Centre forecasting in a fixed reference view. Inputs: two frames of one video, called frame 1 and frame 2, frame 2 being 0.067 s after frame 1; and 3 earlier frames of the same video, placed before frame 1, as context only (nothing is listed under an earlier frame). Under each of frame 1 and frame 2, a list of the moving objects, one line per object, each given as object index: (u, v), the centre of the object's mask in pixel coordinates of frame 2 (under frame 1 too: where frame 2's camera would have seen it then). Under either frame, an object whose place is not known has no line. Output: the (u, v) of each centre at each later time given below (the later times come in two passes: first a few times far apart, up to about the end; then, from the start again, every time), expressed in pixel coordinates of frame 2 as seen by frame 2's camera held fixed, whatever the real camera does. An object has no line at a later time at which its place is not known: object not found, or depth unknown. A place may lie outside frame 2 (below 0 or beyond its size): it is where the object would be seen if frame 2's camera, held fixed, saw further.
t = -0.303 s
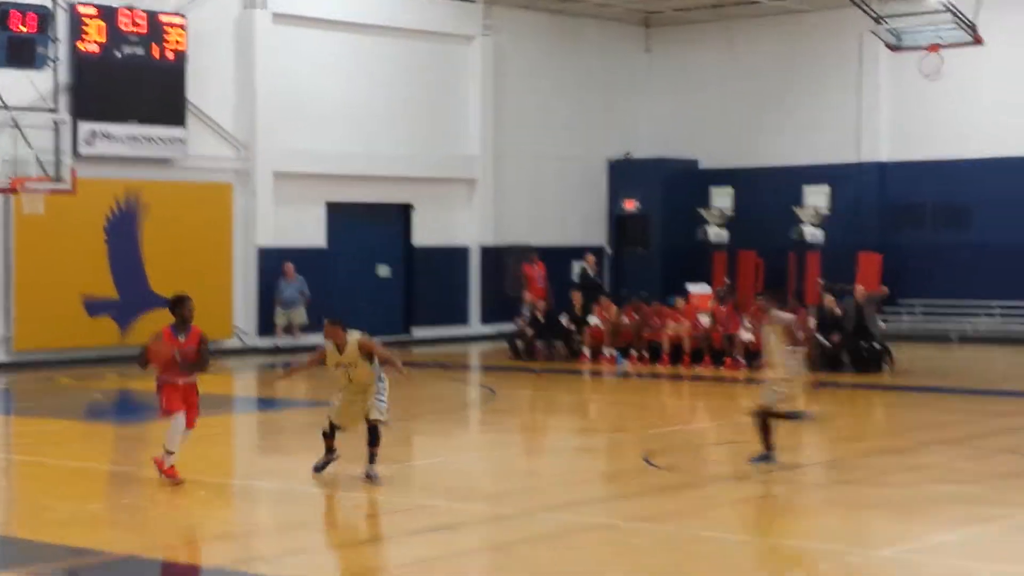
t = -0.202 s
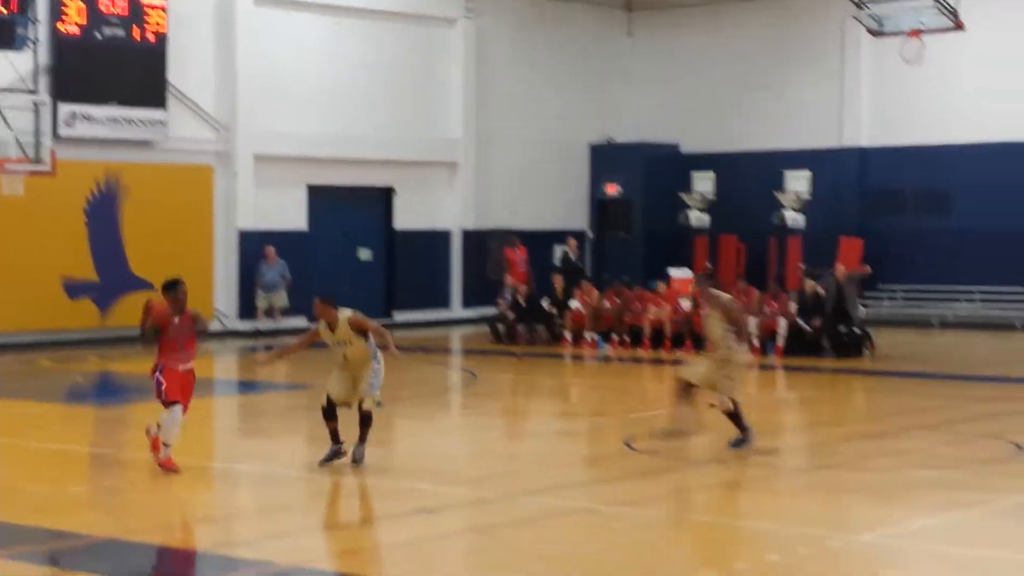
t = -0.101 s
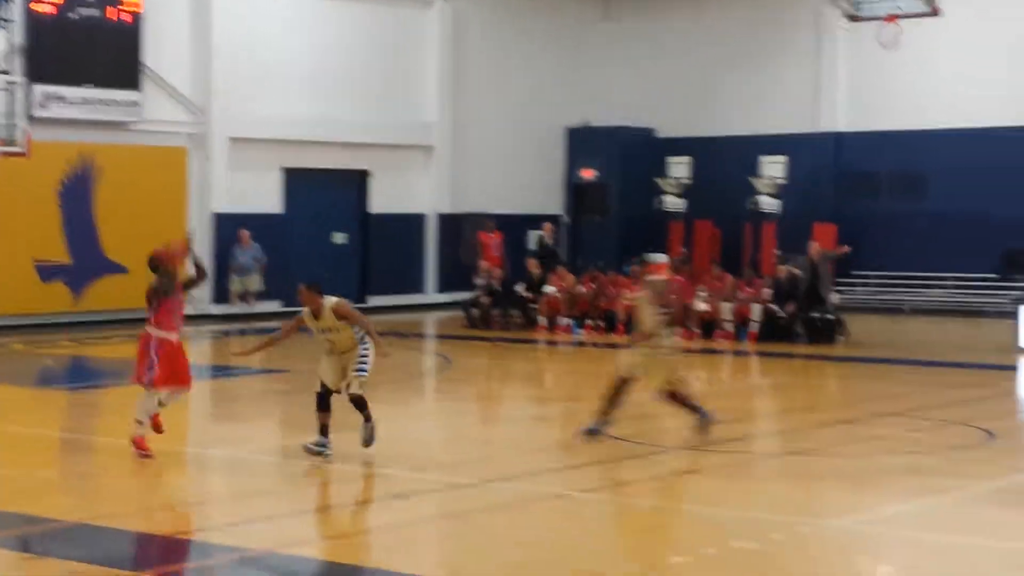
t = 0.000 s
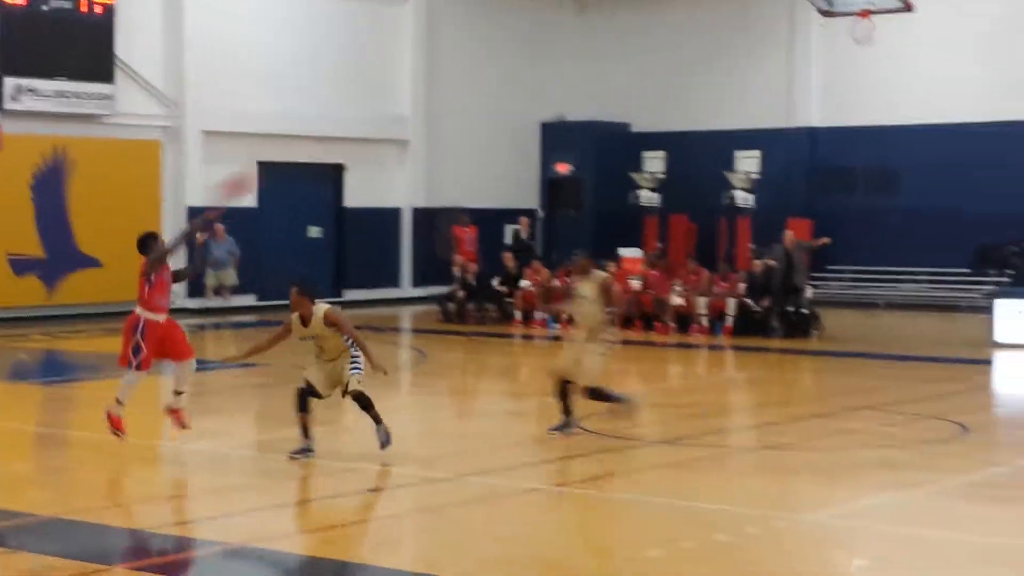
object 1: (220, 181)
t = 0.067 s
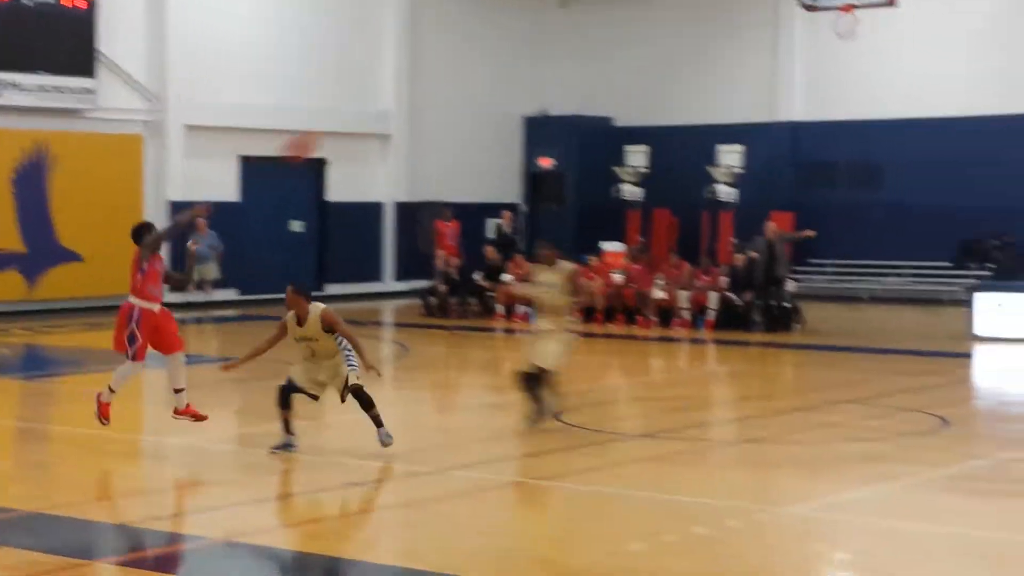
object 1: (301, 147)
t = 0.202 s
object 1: (455, 98)
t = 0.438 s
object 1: (708, 52)
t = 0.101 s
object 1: (338, 133)
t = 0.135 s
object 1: (378, 120)
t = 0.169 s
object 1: (417, 107)
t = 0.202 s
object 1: (455, 98)
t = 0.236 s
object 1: (491, 89)
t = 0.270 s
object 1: (527, 80)
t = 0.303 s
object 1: (564, 72)
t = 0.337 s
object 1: (602, 65)
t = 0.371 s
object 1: (636, 60)
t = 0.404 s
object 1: (673, 56)
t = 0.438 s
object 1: (708, 52)
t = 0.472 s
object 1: (741, 50)
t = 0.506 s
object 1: (775, 49)
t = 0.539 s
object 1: (807, 49)
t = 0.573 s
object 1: (840, 49)
